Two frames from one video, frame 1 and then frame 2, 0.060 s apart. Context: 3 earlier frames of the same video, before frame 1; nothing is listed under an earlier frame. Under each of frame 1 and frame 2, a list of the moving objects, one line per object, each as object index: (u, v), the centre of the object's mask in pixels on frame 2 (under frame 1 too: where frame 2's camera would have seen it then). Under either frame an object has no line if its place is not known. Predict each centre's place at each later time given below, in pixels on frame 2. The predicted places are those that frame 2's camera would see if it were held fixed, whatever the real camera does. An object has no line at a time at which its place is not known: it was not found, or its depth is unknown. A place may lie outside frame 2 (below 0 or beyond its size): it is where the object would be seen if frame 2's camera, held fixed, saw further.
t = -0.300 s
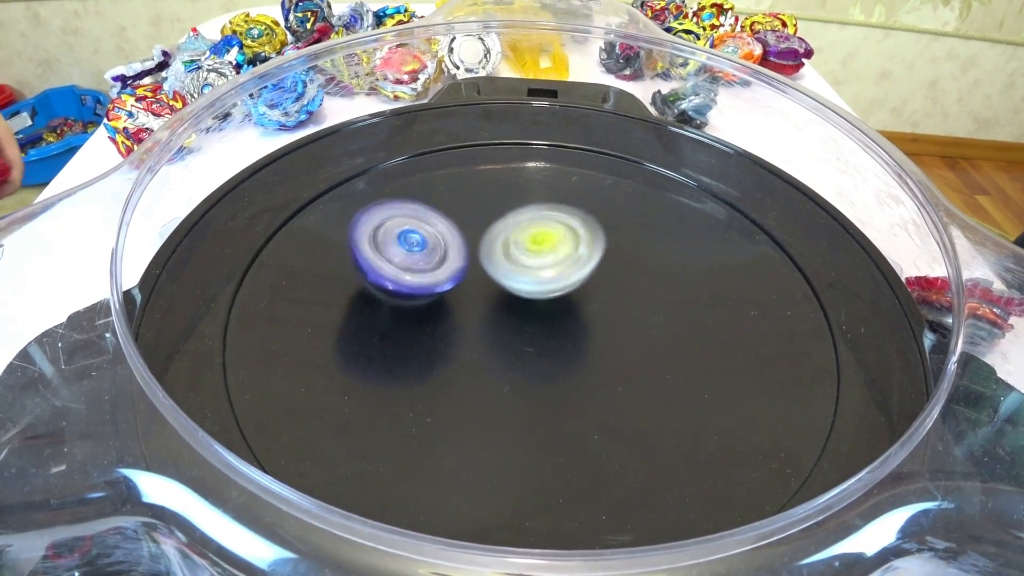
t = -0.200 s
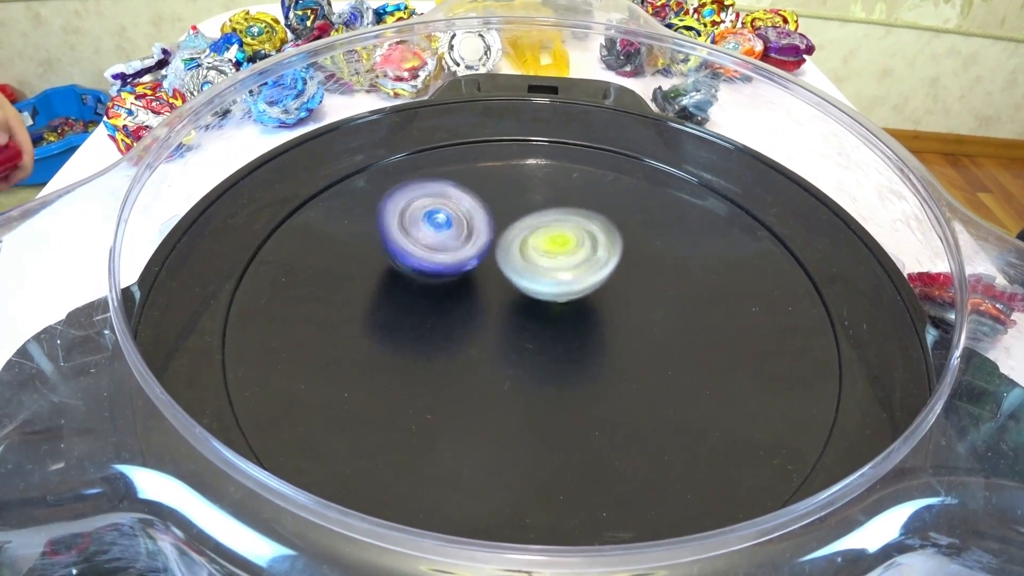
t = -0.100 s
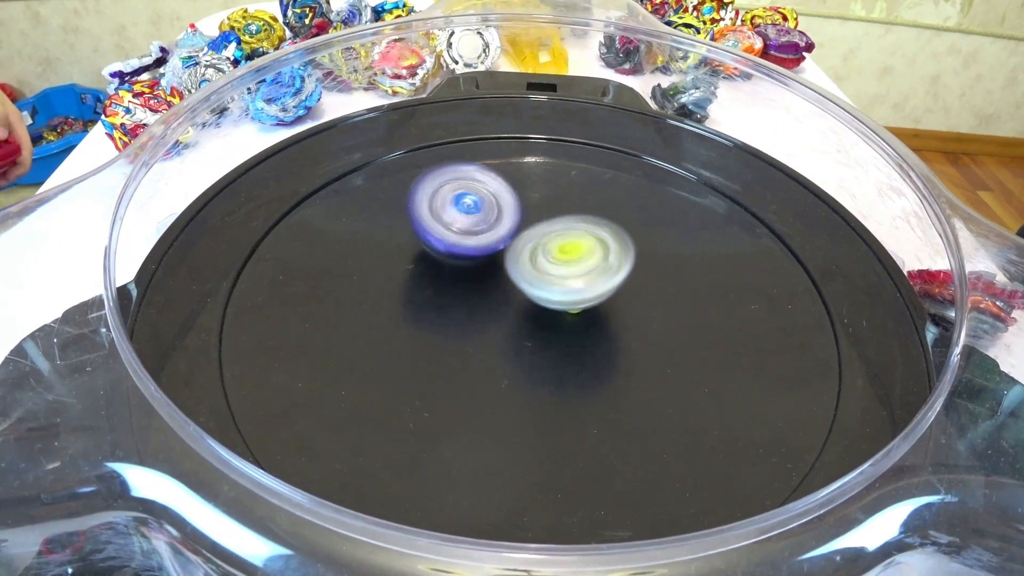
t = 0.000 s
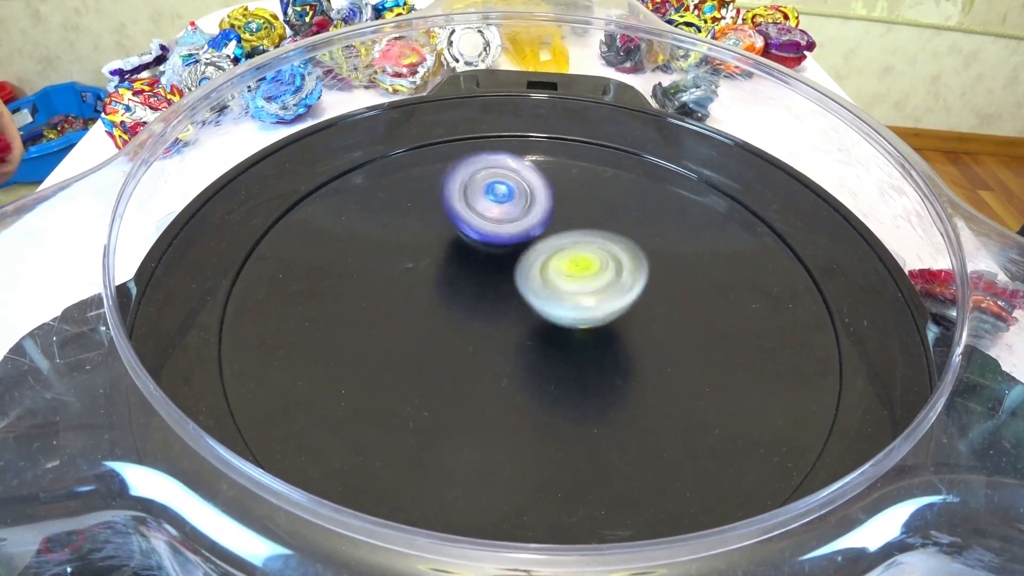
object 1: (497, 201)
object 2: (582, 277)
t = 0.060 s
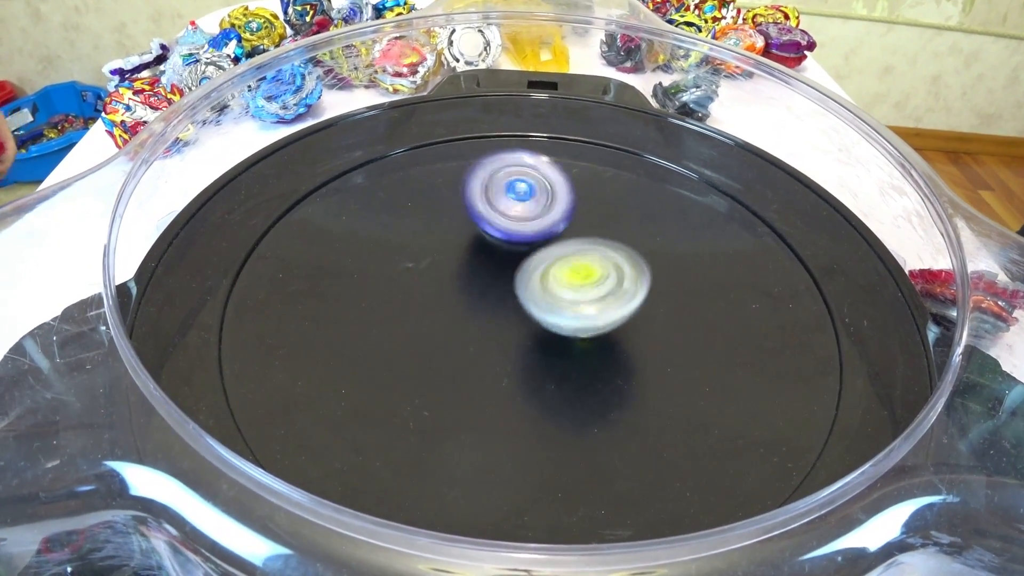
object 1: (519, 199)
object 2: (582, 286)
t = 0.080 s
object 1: (525, 199)
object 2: (582, 288)
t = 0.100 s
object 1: (532, 199)
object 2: (581, 291)
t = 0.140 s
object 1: (546, 200)
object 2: (578, 295)
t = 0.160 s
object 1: (554, 200)
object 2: (577, 296)
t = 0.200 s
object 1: (569, 202)
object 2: (574, 299)
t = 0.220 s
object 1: (577, 203)
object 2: (572, 300)
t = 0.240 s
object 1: (584, 204)
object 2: (570, 300)
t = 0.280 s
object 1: (598, 207)
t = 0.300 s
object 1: (605, 209)
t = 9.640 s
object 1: (557, 294)
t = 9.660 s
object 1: (553, 296)
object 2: (436, 237)
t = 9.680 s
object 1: (549, 297)
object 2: (441, 234)
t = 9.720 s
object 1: (541, 300)
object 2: (453, 228)
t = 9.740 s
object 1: (538, 304)
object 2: (458, 225)
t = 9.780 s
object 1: (535, 308)
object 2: (472, 220)
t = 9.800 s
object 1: (533, 309)
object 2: (478, 219)
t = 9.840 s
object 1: (529, 309)
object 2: (495, 216)
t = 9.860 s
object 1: (528, 309)
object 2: (501, 215)
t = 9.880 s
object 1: (524, 309)
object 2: (510, 216)
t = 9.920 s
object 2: (529, 215)
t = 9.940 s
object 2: (539, 214)
